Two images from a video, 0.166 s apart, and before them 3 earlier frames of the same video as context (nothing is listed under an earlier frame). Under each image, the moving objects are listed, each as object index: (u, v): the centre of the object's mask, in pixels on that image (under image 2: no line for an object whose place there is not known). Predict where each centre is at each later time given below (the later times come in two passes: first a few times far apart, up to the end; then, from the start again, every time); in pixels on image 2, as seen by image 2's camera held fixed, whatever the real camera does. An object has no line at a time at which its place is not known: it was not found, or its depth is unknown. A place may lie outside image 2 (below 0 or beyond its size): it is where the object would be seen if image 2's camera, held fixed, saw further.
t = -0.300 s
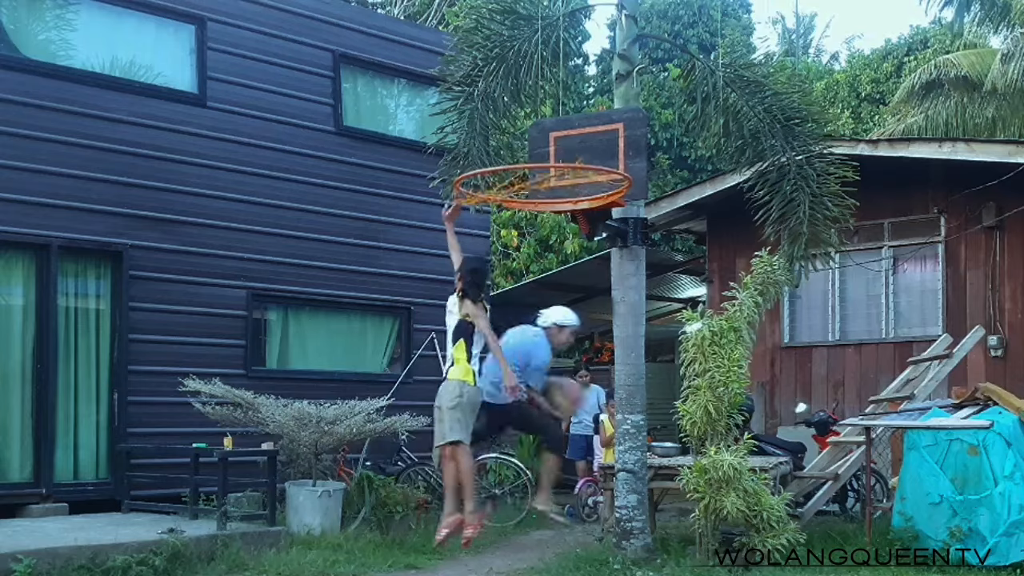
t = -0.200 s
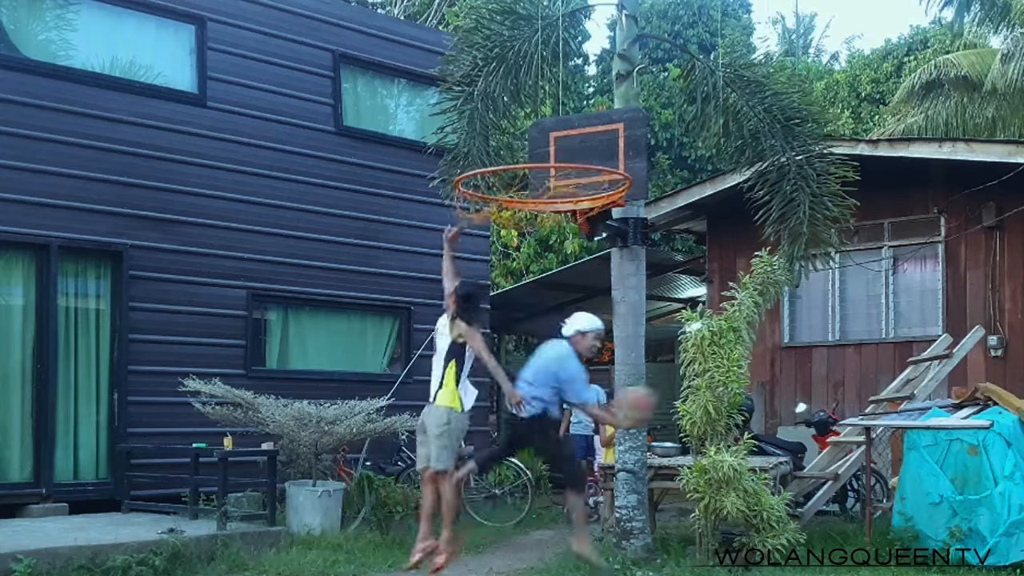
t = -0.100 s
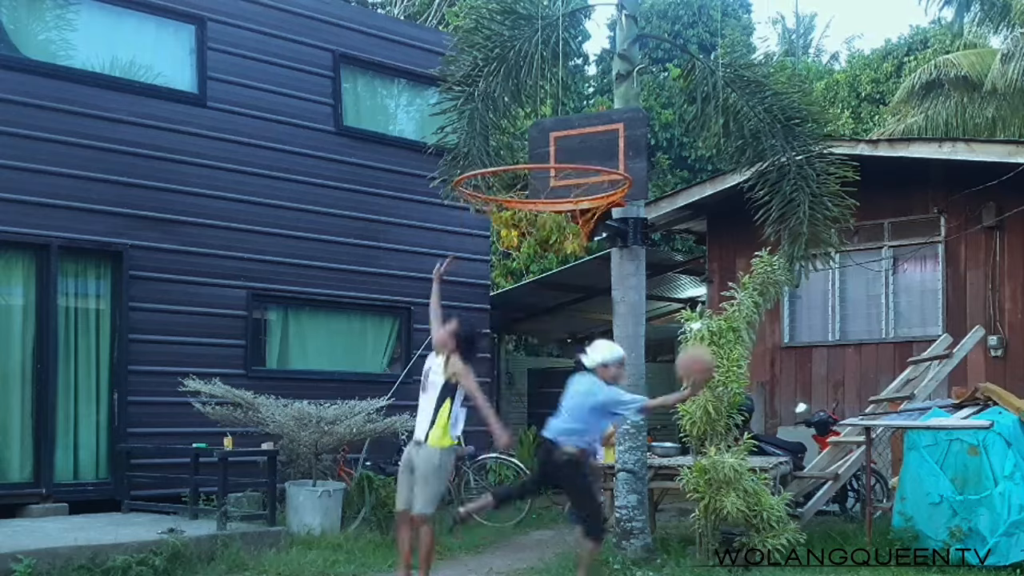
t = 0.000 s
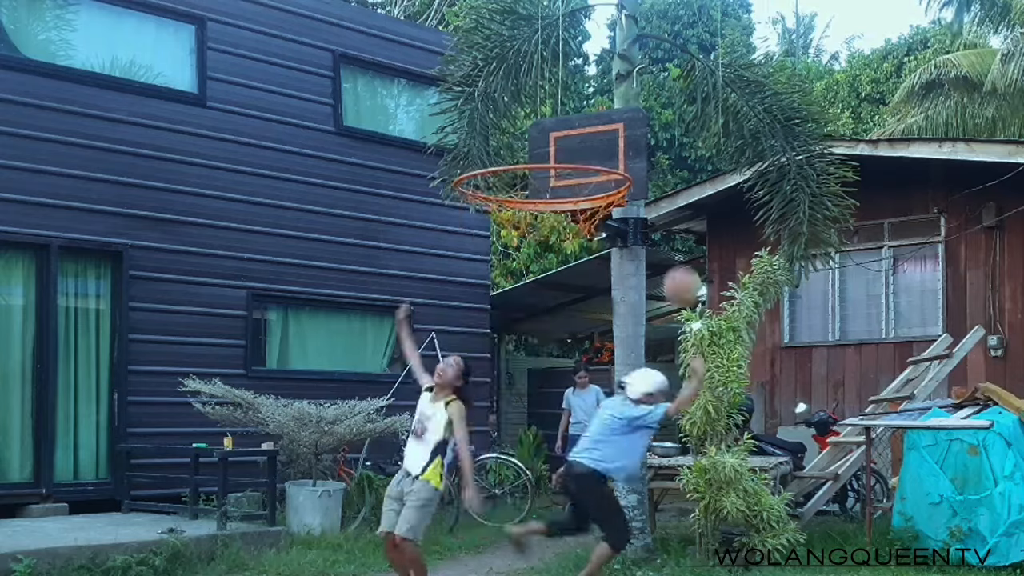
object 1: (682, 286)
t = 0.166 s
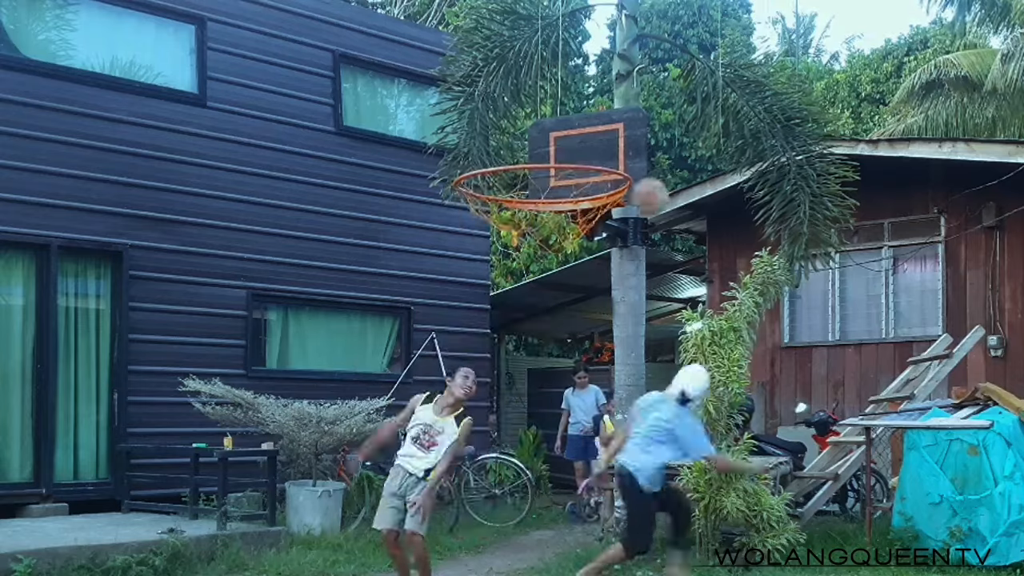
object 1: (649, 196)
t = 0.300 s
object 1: (626, 158)
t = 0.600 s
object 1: (570, 177)
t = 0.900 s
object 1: (565, 183)
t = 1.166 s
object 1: (561, 184)
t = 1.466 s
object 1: (556, 185)
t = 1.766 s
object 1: (554, 186)
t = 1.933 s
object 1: (554, 186)
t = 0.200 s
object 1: (646, 184)
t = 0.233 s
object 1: (640, 173)
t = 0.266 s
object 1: (632, 163)
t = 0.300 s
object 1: (626, 158)
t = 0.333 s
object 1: (619, 154)
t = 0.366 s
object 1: (613, 151)
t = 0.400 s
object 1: (607, 150)
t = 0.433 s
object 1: (601, 150)
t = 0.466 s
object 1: (596, 151)
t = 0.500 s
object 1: (590, 153)
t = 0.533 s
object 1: (583, 156)
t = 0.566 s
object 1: (577, 169)
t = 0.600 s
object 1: (570, 177)
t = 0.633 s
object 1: (566, 185)
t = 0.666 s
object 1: (567, 181)
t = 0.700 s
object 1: (567, 178)
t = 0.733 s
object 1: (567, 176)
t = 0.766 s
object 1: (567, 176)
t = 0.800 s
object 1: (567, 176)
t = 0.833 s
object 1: (566, 177)
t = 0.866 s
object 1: (566, 179)
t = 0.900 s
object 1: (565, 183)
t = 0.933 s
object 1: (565, 184)
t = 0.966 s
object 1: (564, 183)
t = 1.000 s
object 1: (565, 180)
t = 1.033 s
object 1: (564, 180)
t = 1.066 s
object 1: (564, 180)
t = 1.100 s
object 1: (563, 182)
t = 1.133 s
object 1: (562, 185)
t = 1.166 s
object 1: (561, 184)
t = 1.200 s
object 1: (561, 184)
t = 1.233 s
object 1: (560, 184)
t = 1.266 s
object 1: (560, 184)
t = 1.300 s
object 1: (559, 185)
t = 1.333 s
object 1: (559, 185)
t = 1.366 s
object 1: (558, 185)
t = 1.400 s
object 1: (558, 185)
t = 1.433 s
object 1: (557, 185)
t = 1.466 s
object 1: (556, 185)
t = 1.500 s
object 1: (556, 185)
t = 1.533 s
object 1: (555, 185)
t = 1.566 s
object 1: (555, 186)
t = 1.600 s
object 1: (554, 186)
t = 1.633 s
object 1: (554, 186)
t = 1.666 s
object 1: (554, 186)
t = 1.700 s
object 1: (554, 186)
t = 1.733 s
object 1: (554, 186)
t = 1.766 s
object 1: (554, 186)
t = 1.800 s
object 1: (554, 186)
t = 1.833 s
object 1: (554, 186)
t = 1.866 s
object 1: (554, 186)
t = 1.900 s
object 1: (554, 186)
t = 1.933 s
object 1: (554, 186)
